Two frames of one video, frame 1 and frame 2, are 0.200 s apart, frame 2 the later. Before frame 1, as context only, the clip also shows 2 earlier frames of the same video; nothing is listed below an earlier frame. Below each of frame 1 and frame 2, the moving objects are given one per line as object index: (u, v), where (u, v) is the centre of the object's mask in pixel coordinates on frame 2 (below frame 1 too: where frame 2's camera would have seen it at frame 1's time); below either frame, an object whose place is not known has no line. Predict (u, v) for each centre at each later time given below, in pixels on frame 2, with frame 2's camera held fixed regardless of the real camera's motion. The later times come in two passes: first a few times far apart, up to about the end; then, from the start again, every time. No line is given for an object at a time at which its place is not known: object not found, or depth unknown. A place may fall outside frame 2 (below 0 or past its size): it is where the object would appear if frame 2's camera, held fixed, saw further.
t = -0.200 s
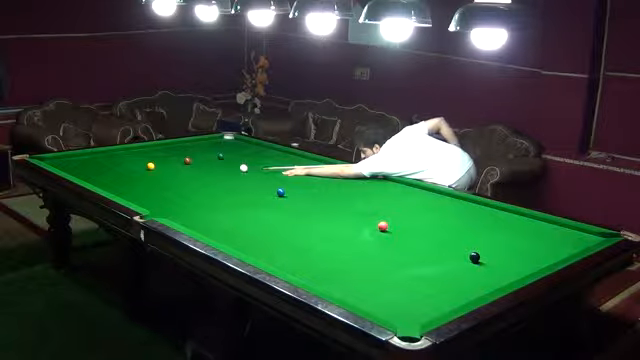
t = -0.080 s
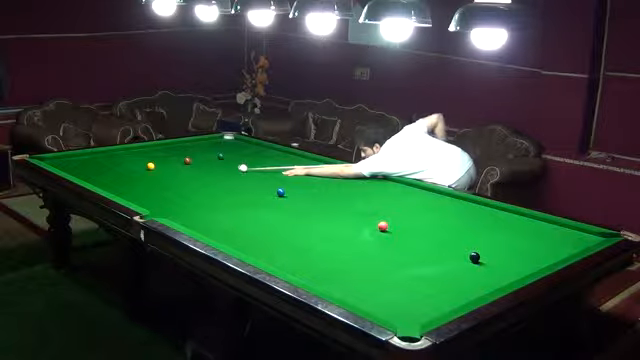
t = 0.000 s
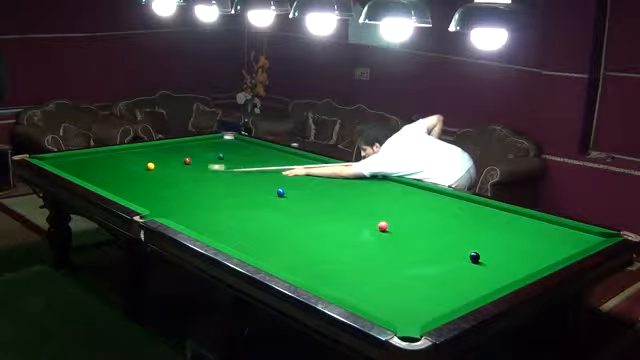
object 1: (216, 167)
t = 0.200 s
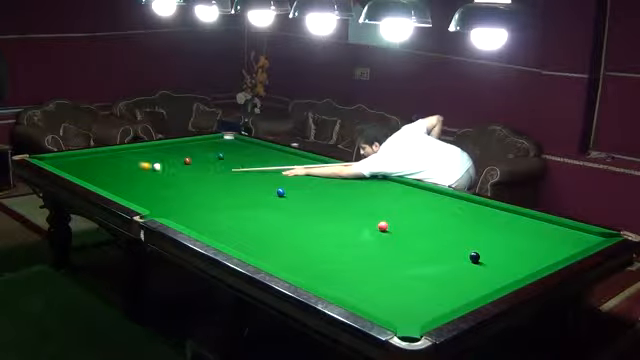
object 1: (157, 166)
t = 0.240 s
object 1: (156, 167)
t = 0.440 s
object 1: (153, 168)
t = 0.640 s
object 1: (149, 170)
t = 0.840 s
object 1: (147, 171)
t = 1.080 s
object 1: (144, 172)
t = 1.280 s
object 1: (142, 173)
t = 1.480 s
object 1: (140, 174)
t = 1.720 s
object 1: (138, 175)
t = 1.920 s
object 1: (137, 176)
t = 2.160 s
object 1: (137, 176)
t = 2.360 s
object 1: (136, 176)
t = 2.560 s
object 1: (136, 176)
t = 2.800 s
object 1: (136, 176)
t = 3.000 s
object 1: (136, 176)
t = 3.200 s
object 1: (136, 176)
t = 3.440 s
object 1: (136, 176)
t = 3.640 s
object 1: (136, 176)
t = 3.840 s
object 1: (136, 176)
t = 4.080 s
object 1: (136, 176)
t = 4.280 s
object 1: (136, 176)
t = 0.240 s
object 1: (156, 167)
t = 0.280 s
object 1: (155, 167)
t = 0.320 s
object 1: (155, 167)
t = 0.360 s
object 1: (154, 168)
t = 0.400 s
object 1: (153, 168)
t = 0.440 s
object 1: (153, 168)
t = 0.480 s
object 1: (152, 169)
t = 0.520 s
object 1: (151, 169)
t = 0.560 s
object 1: (151, 169)
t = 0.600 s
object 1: (150, 170)
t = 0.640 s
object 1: (149, 170)
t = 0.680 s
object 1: (149, 170)
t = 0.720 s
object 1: (149, 170)
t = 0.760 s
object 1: (148, 171)
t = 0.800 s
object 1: (147, 171)
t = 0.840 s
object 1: (147, 171)
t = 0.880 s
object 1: (146, 171)
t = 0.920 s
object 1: (146, 172)
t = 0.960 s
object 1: (145, 172)
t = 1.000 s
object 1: (144, 172)
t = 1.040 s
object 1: (144, 172)
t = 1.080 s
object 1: (144, 172)
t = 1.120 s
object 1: (143, 173)
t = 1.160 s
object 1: (143, 173)
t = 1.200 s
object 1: (143, 173)
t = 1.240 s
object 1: (142, 173)
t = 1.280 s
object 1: (142, 173)
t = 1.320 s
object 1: (141, 174)
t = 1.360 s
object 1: (141, 174)
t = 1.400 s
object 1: (141, 174)
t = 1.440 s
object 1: (140, 174)
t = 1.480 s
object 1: (140, 174)
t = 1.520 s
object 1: (140, 174)
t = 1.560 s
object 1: (139, 175)
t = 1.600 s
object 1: (139, 175)
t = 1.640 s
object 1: (139, 175)
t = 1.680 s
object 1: (139, 175)
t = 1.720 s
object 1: (138, 175)
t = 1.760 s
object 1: (138, 175)
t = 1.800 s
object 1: (138, 175)
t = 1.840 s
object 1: (138, 176)
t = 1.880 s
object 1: (138, 176)
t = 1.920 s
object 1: (137, 176)
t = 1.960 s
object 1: (137, 176)
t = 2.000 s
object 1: (137, 176)
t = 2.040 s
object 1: (137, 176)
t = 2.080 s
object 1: (137, 176)
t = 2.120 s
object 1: (137, 176)
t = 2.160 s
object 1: (137, 176)
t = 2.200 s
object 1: (136, 176)
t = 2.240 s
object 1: (136, 176)
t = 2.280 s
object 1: (136, 176)
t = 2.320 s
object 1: (136, 176)
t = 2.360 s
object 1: (136, 176)
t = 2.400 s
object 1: (136, 176)
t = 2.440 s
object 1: (136, 176)
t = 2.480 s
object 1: (136, 176)
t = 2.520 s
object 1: (136, 176)
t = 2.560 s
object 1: (136, 176)
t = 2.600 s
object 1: (136, 176)
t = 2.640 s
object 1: (136, 176)
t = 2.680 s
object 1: (136, 176)
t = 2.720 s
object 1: (136, 176)
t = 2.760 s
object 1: (136, 176)
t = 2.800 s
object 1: (136, 176)
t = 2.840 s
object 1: (136, 176)
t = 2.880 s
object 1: (136, 176)
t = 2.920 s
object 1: (136, 176)
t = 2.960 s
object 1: (136, 176)
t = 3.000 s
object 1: (136, 176)
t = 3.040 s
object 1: (136, 176)
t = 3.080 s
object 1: (136, 176)
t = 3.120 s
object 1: (136, 176)
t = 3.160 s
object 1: (136, 176)
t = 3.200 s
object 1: (136, 176)
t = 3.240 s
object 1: (136, 176)
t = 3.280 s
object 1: (136, 176)
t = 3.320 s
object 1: (136, 176)
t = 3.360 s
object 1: (136, 176)
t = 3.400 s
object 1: (136, 176)
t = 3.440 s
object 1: (136, 176)
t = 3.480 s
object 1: (136, 176)
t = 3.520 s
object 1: (136, 176)
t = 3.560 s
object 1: (136, 176)
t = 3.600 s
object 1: (136, 176)
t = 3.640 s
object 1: (136, 176)
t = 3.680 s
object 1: (136, 176)
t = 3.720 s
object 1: (136, 176)
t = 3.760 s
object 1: (136, 176)
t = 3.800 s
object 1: (136, 176)
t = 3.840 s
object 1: (136, 176)
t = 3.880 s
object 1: (136, 176)
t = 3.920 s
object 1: (136, 176)
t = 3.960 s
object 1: (136, 176)
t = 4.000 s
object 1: (136, 176)
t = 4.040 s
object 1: (136, 176)
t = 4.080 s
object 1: (136, 176)
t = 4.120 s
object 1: (136, 176)
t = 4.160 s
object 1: (136, 176)
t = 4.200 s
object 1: (136, 176)
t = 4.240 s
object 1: (136, 176)
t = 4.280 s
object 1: (136, 176)
